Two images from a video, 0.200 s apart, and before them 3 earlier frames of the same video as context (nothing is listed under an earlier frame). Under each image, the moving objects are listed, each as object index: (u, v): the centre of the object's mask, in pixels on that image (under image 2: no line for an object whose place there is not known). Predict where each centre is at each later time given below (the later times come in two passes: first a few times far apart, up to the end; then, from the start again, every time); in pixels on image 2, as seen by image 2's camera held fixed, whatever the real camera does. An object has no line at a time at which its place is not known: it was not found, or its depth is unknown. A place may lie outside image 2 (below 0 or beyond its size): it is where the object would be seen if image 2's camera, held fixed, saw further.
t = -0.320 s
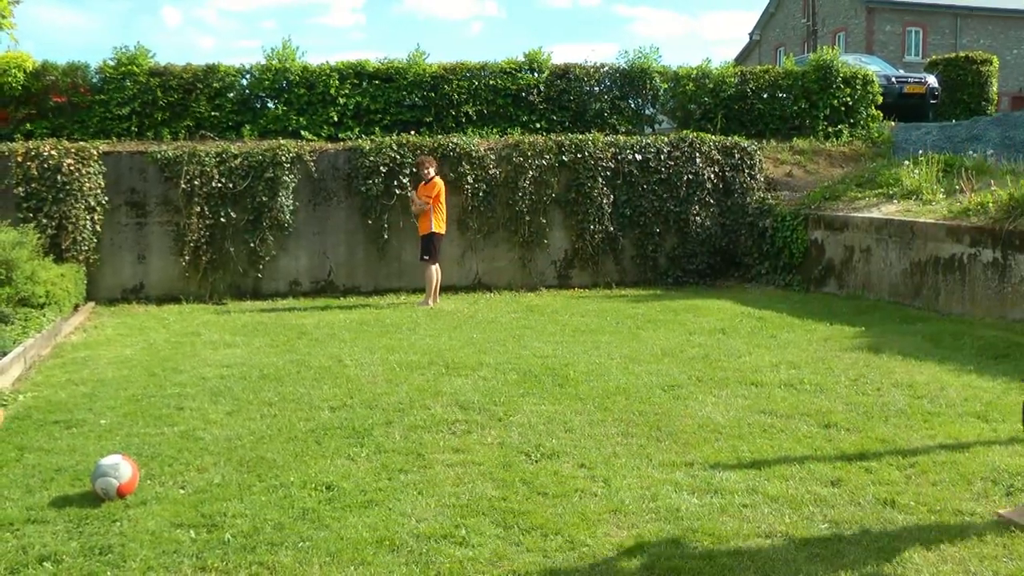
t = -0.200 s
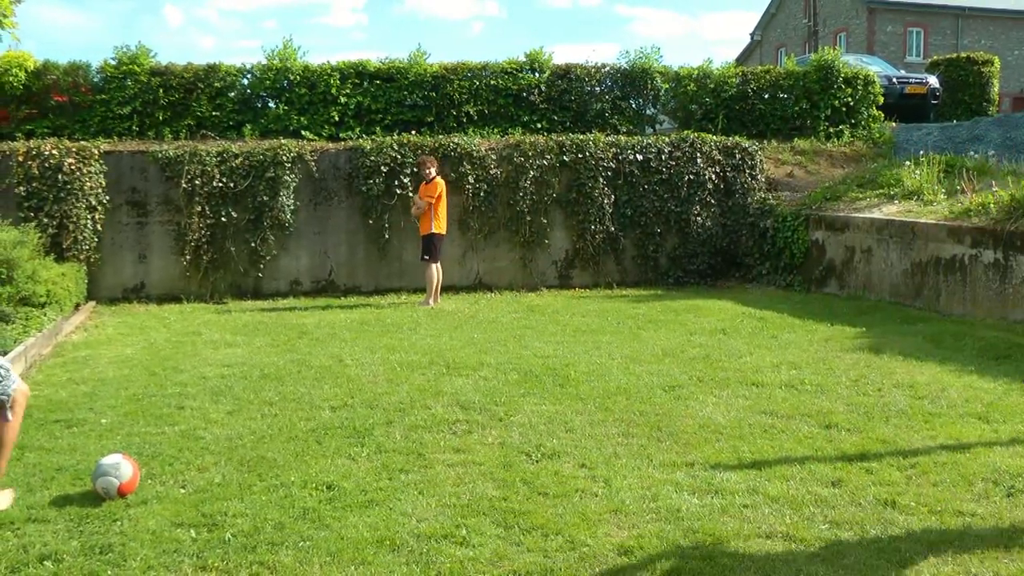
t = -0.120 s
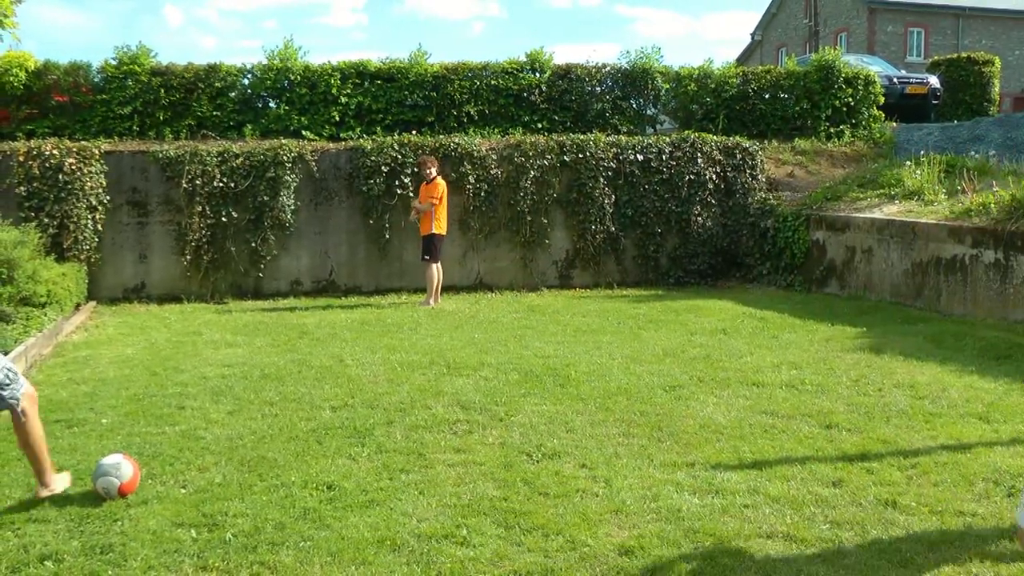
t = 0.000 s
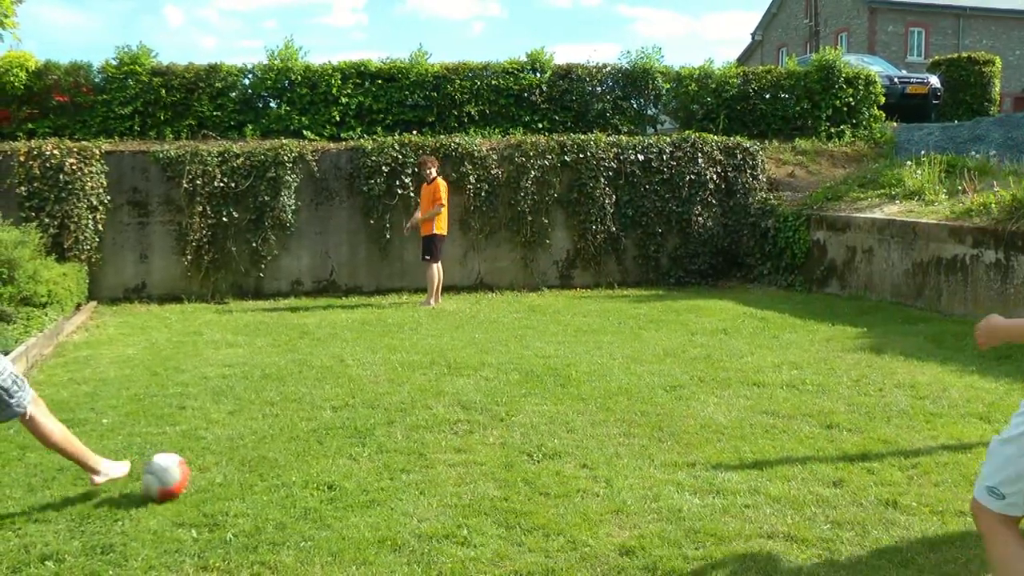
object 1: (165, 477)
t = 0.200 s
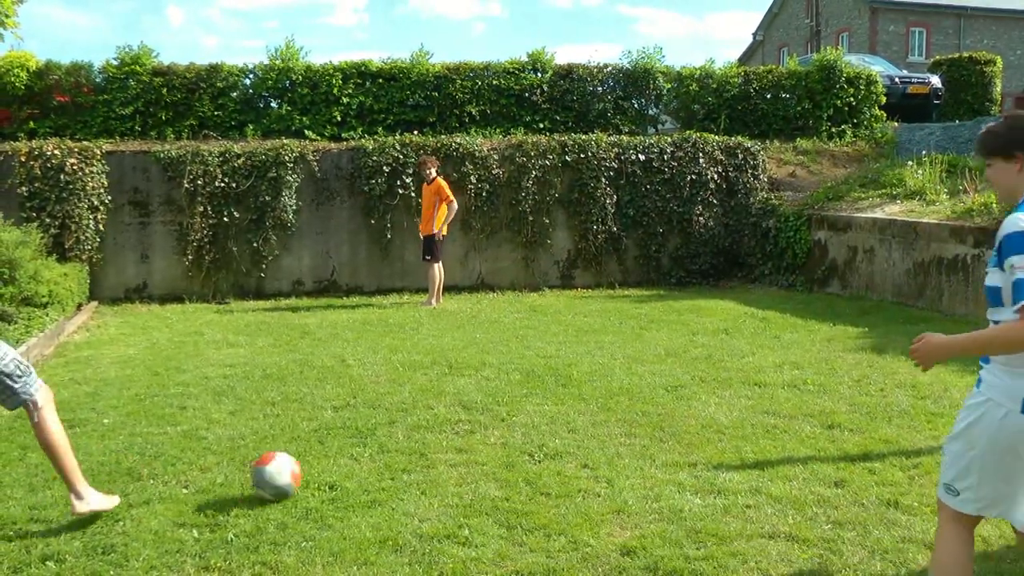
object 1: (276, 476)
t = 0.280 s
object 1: (313, 477)
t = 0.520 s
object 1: (406, 477)
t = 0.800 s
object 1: (503, 488)
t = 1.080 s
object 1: (580, 494)
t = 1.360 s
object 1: (645, 504)
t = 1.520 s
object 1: (673, 507)
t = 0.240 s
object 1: (294, 476)
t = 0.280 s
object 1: (313, 477)
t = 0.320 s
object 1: (330, 479)
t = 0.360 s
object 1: (347, 483)
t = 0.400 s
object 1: (363, 481)
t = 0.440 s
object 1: (377, 477)
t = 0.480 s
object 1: (392, 475)
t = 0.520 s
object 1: (406, 477)
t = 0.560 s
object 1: (421, 482)
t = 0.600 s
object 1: (436, 486)
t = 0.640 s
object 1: (450, 485)
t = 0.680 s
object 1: (464, 483)
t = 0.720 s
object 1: (478, 485)
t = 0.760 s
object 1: (491, 487)
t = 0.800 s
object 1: (503, 488)
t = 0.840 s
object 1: (515, 488)
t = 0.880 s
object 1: (526, 488)
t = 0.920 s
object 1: (537, 490)
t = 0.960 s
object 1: (549, 492)
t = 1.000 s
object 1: (560, 494)
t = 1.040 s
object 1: (570, 494)
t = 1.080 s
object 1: (580, 494)
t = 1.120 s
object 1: (591, 494)
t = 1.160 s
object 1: (599, 496)
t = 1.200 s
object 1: (608, 500)
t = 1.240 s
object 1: (619, 502)
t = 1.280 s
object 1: (628, 504)
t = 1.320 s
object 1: (637, 504)
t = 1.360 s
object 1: (645, 504)
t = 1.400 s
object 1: (653, 507)
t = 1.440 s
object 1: (660, 507)
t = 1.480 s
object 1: (666, 507)
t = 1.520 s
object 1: (673, 507)
